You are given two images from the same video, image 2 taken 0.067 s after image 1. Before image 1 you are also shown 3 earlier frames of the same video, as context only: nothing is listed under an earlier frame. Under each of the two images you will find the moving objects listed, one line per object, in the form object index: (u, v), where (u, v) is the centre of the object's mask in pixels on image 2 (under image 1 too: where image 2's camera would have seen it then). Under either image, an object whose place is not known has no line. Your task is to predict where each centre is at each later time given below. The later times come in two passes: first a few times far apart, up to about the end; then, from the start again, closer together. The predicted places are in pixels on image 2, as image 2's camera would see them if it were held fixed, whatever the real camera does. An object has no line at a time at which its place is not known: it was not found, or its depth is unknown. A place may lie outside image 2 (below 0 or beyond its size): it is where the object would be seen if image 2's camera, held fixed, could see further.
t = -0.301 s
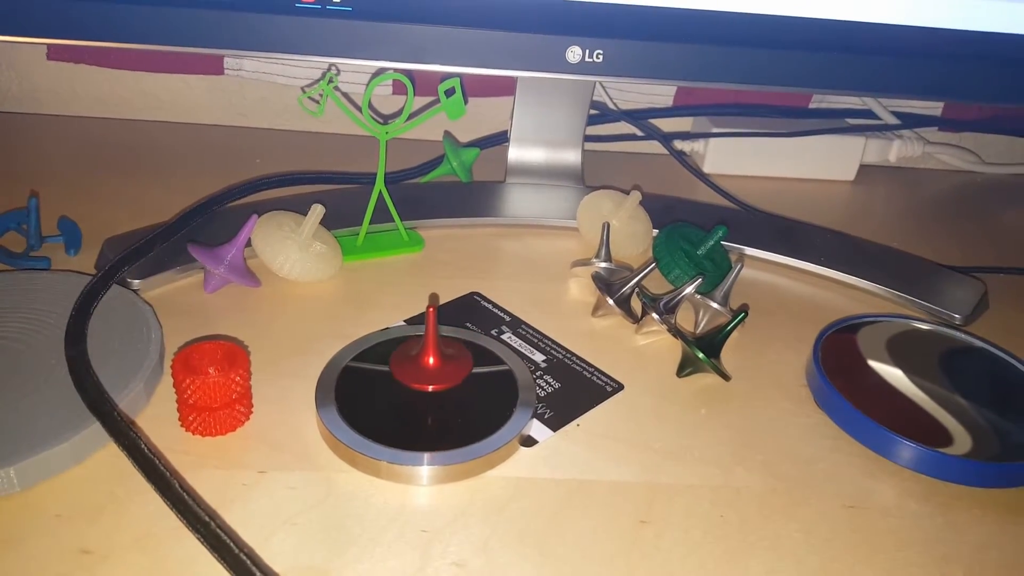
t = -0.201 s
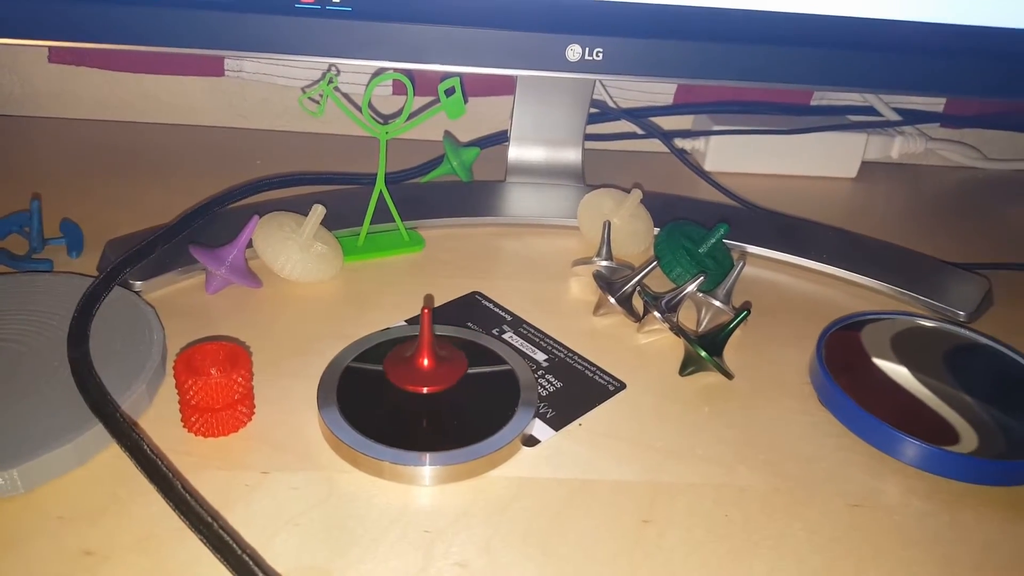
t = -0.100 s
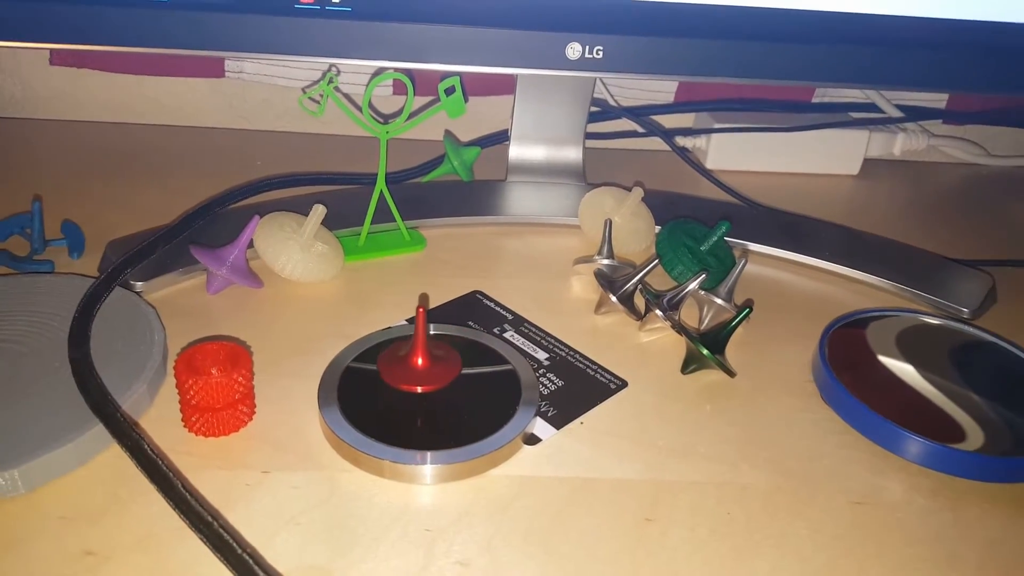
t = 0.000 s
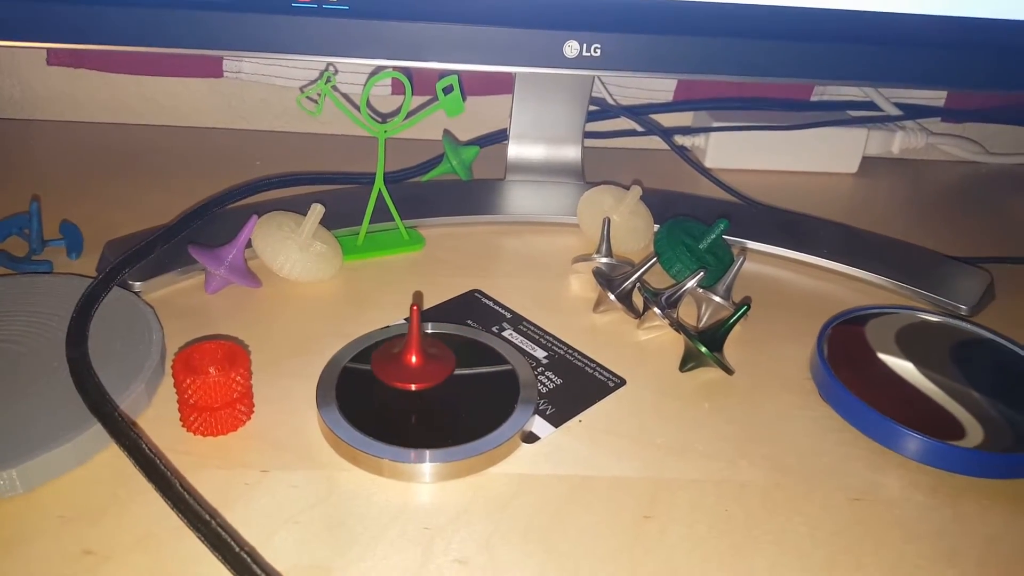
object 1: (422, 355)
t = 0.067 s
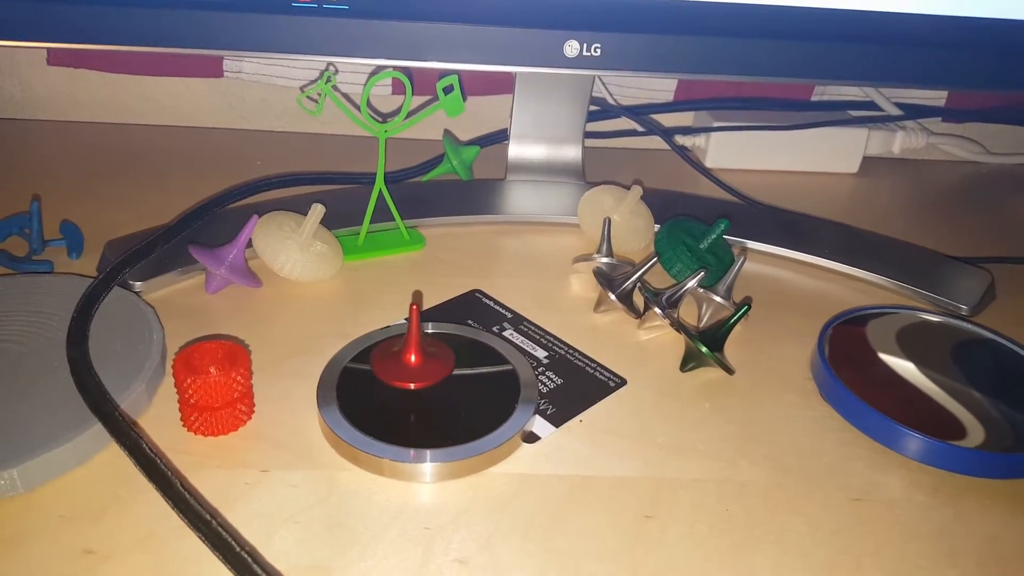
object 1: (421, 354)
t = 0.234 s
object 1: (424, 351)
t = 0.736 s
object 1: (448, 360)
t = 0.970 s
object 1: (445, 366)
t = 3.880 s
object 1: (440, 352)
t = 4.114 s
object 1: (450, 353)
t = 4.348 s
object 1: (452, 357)
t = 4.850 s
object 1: (440, 351)
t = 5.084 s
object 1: (444, 346)
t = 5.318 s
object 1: (448, 348)
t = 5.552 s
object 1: (444, 352)
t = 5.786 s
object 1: (434, 353)
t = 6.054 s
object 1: (433, 350)
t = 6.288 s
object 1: (440, 350)
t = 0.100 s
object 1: (421, 353)
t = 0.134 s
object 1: (421, 353)
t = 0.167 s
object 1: (422, 352)
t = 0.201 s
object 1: (423, 351)
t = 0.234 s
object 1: (424, 351)
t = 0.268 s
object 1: (425, 350)
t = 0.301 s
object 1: (427, 350)
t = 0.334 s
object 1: (429, 350)
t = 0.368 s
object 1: (430, 350)
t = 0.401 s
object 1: (433, 350)
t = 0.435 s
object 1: (434, 350)
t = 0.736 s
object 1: (448, 360)
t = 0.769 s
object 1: (448, 361)
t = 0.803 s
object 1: (447, 362)
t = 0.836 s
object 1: (447, 364)
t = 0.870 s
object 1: (447, 365)
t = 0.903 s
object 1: (446, 365)
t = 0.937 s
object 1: (446, 367)
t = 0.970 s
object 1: (445, 366)
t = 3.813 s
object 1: (436, 354)
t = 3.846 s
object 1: (438, 353)
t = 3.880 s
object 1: (440, 352)
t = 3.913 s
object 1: (441, 352)
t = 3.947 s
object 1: (443, 352)
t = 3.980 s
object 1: (445, 352)
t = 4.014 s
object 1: (446, 352)
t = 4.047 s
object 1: (448, 352)
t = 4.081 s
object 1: (449, 352)
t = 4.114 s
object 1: (450, 353)
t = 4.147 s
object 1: (451, 354)
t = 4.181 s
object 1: (452, 354)
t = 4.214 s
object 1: (453, 355)
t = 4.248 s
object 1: (453, 355)
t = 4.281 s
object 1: (453, 356)
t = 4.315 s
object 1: (452, 356)
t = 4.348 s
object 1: (452, 357)
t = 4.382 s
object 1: (452, 358)
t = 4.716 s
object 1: (441, 355)
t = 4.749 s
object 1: (440, 354)
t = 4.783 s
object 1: (439, 353)
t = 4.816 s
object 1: (439, 352)
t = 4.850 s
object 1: (440, 351)
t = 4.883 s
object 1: (441, 350)
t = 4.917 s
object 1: (441, 348)
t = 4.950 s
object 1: (441, 348)
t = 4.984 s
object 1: (442, 347)
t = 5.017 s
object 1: (443, 346)
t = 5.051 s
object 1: (443, 346)
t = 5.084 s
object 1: (444, 346)
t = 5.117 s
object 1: (445, 346)
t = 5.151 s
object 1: (446, 346)
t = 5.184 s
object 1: (447, 346)
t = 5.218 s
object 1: (447, 346)
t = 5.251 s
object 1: (447, 347)
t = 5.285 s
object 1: (448, 347)
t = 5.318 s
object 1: (448, 348)
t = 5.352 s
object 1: (448, 348)
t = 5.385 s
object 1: (448, 349)
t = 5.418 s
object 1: (447, 350)
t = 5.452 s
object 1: (447, 350)
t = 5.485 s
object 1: (446, 351)
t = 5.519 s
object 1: (445, 352)
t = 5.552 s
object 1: (444, 352)
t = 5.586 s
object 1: (442, 353)
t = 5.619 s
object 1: (441, 353)
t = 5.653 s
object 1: (439, 353)
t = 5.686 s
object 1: (438, 353)
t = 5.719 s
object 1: (437, 353)
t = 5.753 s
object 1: (435, 353)
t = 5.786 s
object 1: (434, 353)
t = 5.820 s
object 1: (430, 354)
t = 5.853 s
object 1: (430, 354)
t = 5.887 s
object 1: (429, 353)
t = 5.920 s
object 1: (431, 351)
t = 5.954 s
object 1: (432, 351)
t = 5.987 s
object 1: (432, 350)
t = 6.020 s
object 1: (432, 350)
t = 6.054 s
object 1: (433, 350)
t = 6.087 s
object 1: (433, 350)
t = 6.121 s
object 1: (434, 349)
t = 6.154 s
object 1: (435, 349)
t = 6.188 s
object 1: (436, 349)
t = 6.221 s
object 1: (437, 349)
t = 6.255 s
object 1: (439, 350)
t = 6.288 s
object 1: (440, 350)
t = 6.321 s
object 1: (441, 350)
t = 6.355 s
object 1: (441, 350)
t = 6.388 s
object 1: (442, 351)
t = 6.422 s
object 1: (442, 352)
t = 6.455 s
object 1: (443, 352)
